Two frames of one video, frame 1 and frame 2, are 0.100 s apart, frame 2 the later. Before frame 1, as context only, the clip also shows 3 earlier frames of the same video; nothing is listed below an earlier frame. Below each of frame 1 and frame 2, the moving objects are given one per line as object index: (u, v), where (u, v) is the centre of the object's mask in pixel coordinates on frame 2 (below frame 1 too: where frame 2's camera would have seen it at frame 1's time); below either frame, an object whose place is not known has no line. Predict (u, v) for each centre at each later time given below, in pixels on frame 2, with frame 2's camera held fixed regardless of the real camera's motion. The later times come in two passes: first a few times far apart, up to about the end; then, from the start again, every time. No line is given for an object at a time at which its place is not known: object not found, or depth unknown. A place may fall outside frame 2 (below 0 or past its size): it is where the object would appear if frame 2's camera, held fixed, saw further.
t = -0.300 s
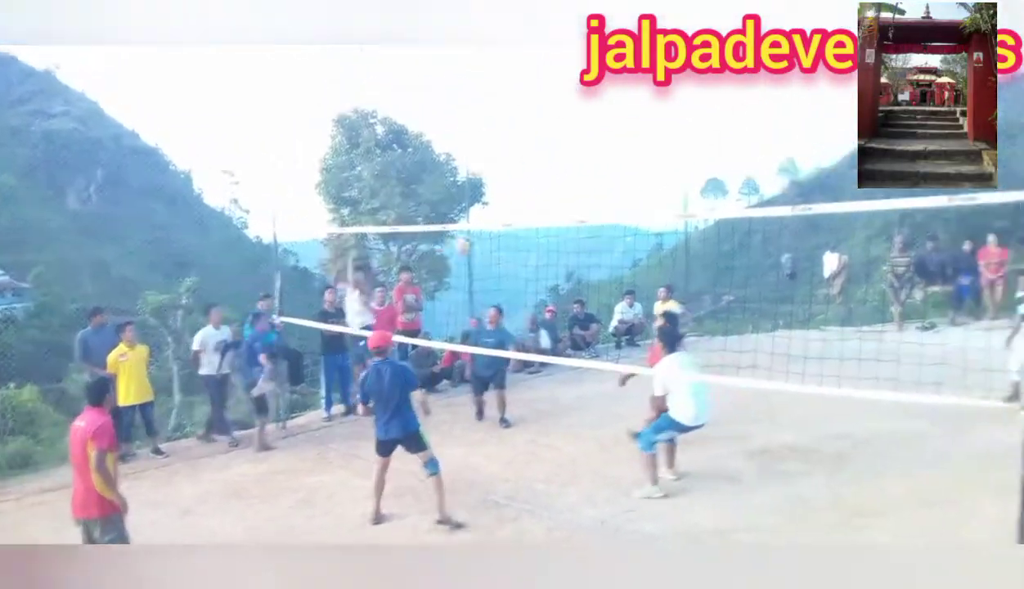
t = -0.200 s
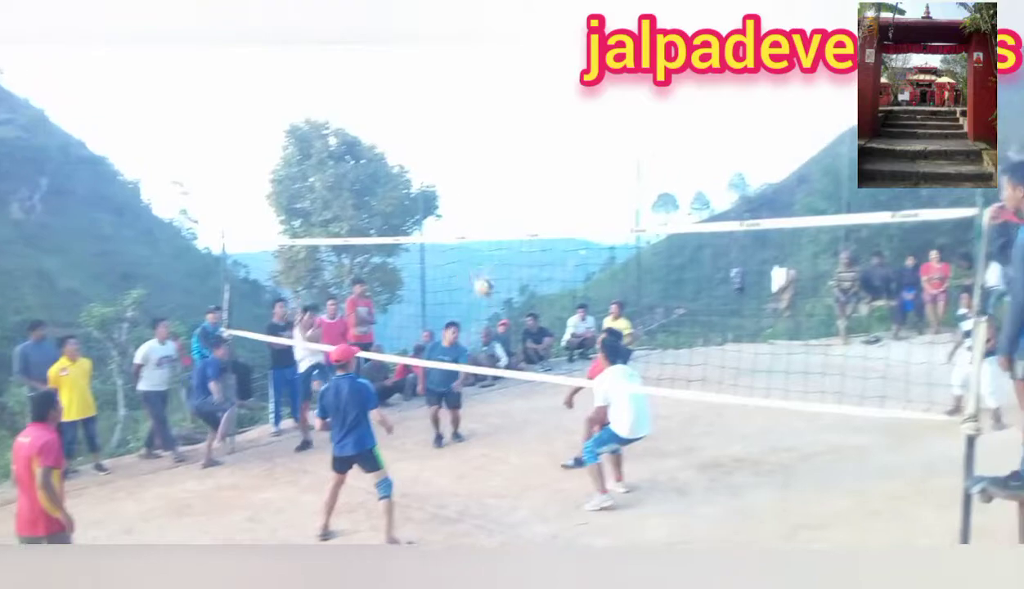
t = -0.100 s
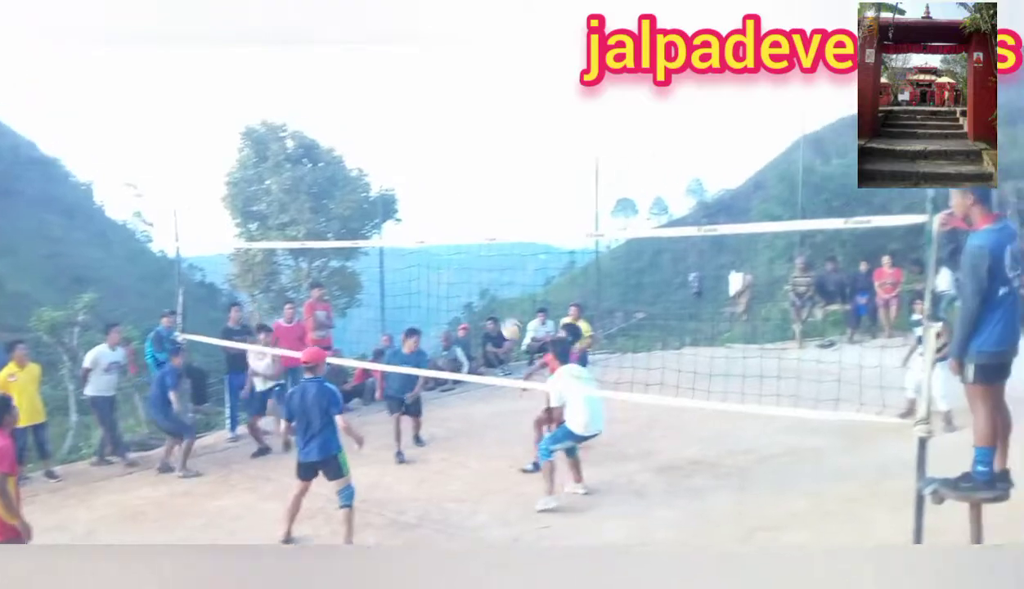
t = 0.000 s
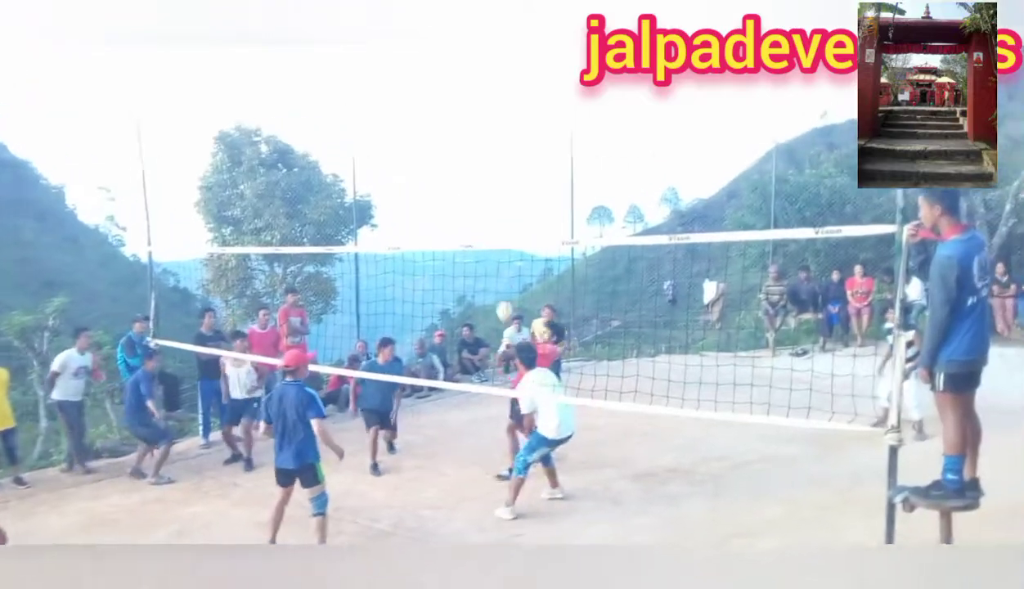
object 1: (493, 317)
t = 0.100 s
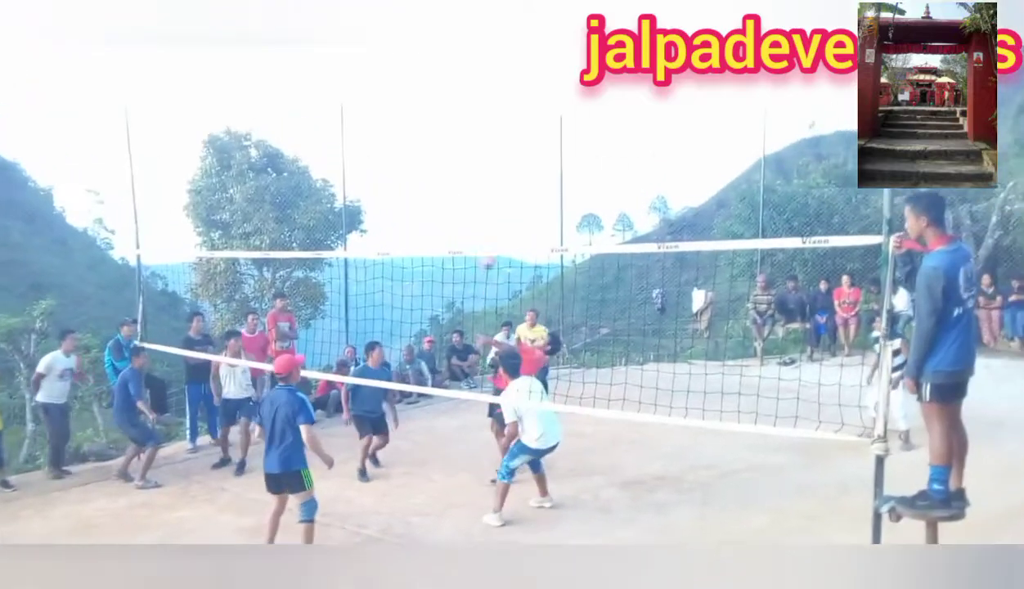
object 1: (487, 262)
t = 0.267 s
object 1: (472, 181)
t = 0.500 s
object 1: (452, 114)
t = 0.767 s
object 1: (433, 104)
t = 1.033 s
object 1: (415, 162)
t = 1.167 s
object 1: (409, 215)
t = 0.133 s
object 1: (485, 242)
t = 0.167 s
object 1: (481, 225)
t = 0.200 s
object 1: (477, 210)
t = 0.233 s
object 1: (475, 194)
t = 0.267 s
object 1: (472, 181)
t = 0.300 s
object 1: (469, 168)
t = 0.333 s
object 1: (466, 156)
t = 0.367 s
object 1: (464, 147)
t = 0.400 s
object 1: (460, 136)
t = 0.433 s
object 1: (458, 129)
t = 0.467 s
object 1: (456, 121)
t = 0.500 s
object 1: (452, 114)
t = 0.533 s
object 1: (450, 110)
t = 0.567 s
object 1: (447, 104)
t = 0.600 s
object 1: (445, 102)
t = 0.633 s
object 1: (443, 100)
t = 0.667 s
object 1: (441, 100)
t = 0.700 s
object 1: (437, 101)
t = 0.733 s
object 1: (435, 101)
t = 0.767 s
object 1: (433, 104)
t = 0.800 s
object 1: (431, 107)
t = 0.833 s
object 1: (428, 112)
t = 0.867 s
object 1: (426, 118)
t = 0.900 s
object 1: (424, 124)
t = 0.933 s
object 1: (422, 131)
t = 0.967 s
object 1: (419, 140)
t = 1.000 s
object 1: (418, 150)
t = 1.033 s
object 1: (415, 162)
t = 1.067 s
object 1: (415, 174)
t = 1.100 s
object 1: (411, 185)
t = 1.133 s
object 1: (410, 201)
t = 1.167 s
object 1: (409, 215)
